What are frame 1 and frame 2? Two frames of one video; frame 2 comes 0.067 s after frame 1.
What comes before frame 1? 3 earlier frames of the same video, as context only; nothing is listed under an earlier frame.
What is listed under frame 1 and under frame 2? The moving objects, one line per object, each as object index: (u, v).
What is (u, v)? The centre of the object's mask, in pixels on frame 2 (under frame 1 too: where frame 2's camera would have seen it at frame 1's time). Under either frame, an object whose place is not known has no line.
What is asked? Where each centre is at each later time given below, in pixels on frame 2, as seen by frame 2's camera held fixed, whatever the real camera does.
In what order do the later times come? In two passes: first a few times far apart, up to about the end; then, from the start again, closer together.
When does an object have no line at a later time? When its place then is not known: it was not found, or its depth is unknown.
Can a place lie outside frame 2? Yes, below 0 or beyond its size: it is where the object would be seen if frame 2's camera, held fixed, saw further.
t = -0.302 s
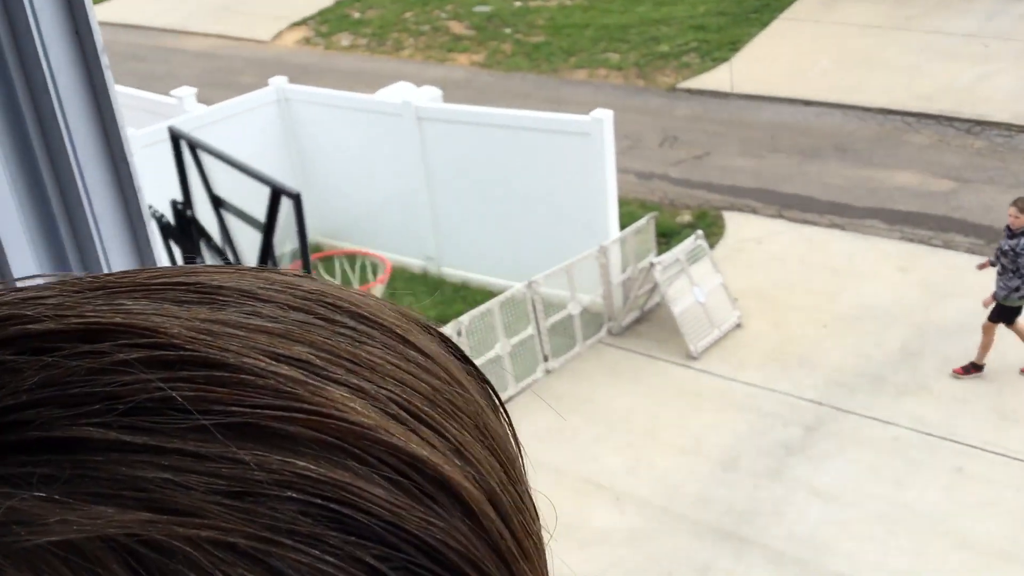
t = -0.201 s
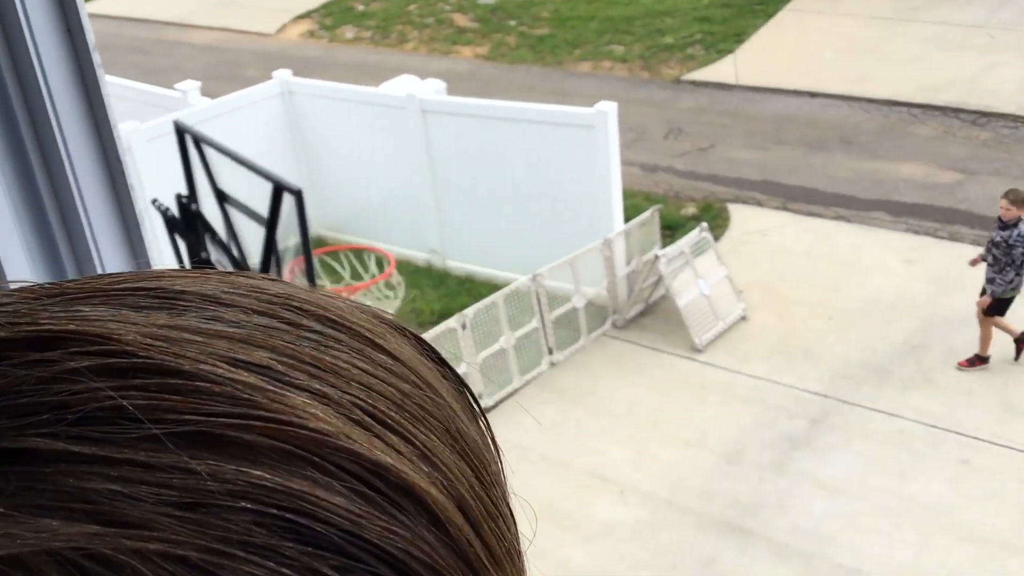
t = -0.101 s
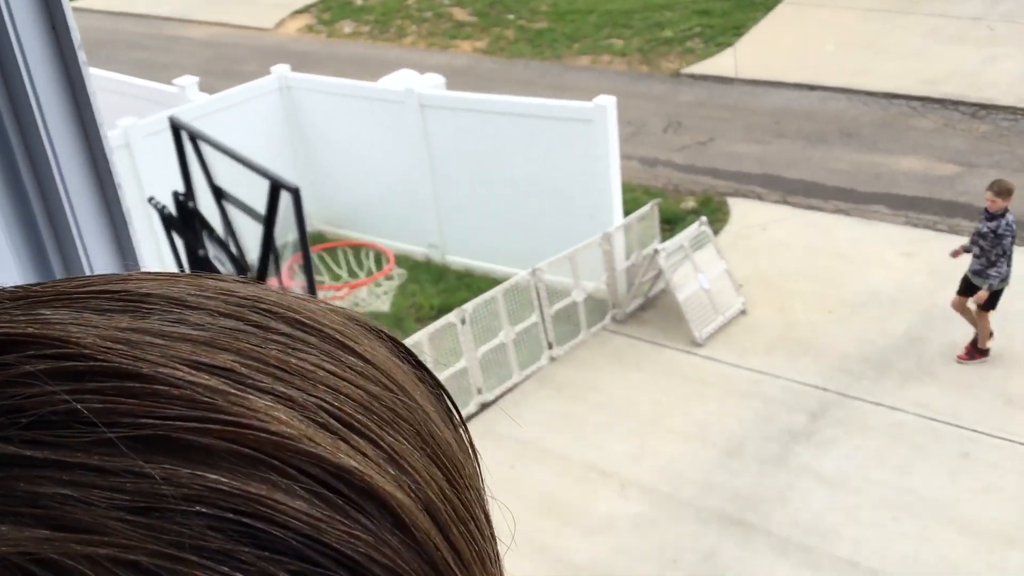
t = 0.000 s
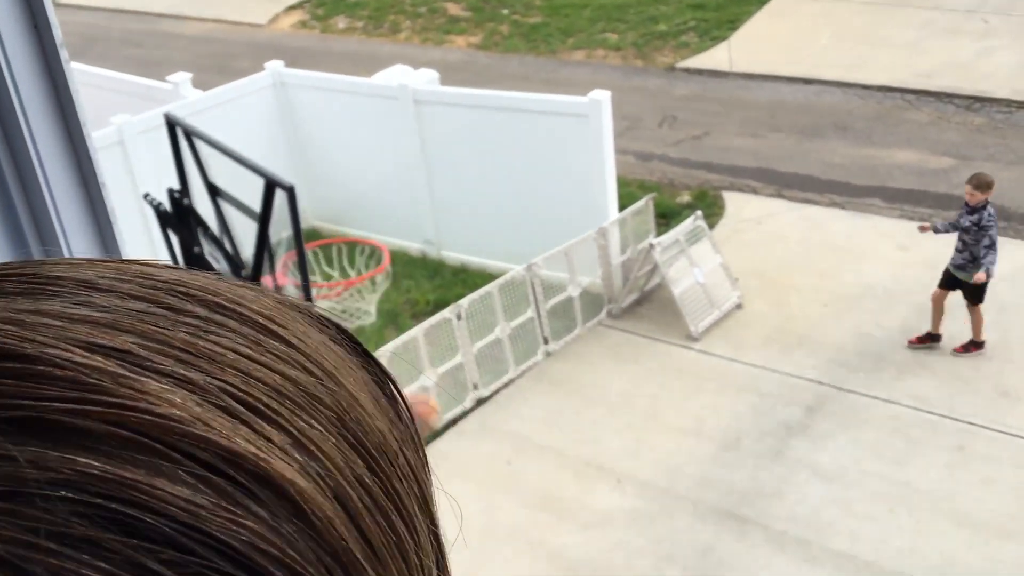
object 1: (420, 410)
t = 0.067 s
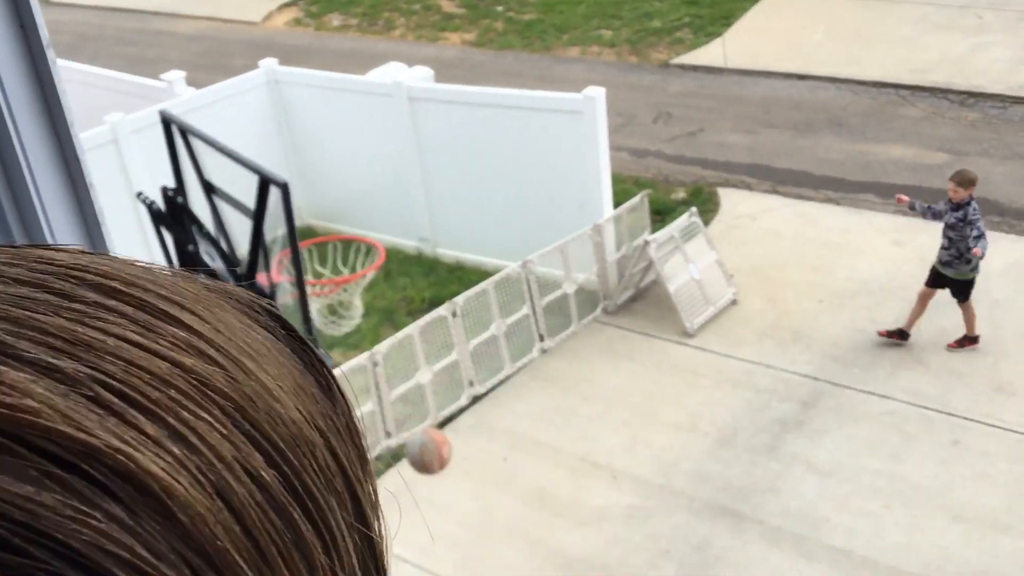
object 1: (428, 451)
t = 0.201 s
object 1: (464, 543)
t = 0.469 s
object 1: (501, 471)
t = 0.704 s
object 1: (528, 388)
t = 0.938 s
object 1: (563, 382)
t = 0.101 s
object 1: (437, 472)
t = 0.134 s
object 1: (446, 495)
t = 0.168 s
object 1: (455, 518)
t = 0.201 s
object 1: (464, 543)
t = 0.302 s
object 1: (485, 571)
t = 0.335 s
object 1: (487, 552)
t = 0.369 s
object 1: (490, 530)
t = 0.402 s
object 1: (493, 509)
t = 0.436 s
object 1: (496, 489)
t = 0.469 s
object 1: (501, 471)
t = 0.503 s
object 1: (504, 454)
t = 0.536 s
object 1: (507, 439)
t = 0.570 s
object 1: (511, 425)
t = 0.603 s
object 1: (514, 414)
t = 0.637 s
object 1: (519, 403)
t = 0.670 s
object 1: (523, 395)
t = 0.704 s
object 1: (528, 388)
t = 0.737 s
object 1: (533, 382)
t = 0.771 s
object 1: (538, 378)
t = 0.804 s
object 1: (543, 375)
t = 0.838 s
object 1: (548, 374)
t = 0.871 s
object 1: (552, 375)
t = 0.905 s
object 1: (558, 379)
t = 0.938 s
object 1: (563, 382)
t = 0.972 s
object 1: (568, 387)
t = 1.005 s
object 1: (574, 393)
